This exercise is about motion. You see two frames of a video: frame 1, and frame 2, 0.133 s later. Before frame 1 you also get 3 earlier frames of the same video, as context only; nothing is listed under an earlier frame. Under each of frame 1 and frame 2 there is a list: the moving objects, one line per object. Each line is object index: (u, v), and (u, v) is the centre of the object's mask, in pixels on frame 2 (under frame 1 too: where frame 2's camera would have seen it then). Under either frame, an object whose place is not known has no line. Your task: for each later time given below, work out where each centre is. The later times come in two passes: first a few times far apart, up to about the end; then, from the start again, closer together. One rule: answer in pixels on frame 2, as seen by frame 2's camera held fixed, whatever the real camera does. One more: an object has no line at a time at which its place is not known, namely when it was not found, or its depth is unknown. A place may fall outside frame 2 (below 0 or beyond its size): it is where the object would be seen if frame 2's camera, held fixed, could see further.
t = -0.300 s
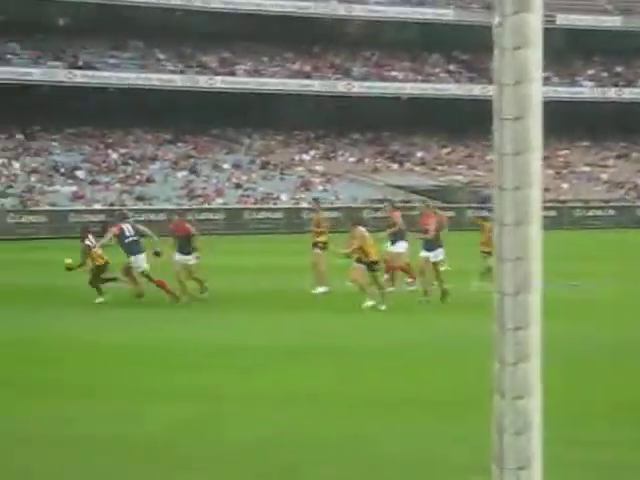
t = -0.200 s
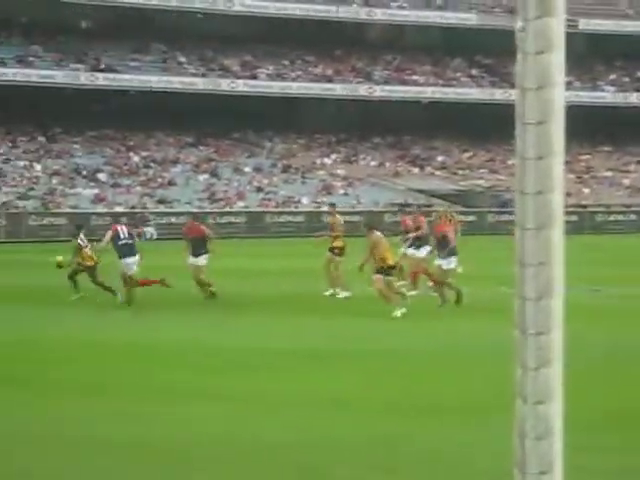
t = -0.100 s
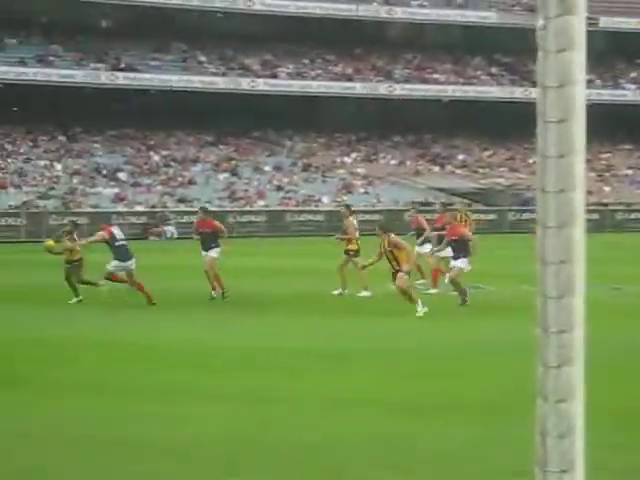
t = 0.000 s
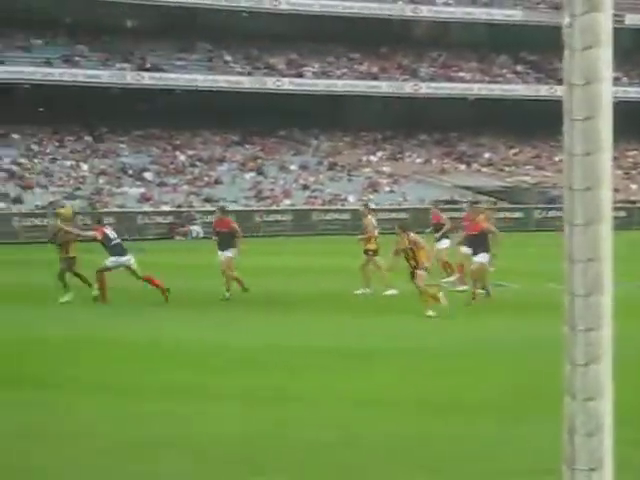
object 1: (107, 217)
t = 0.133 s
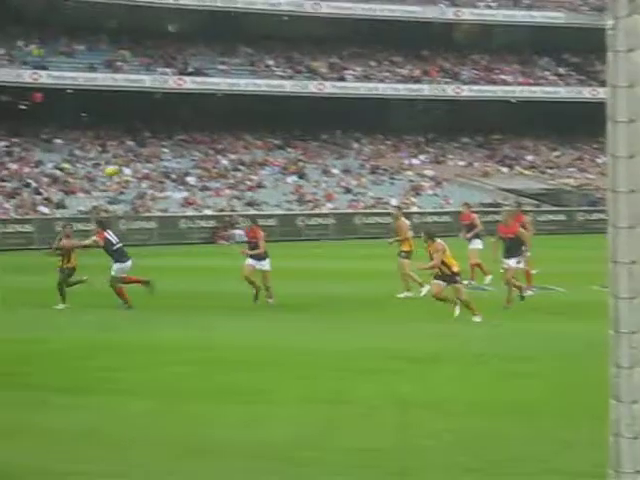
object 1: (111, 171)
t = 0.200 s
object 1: (112, 150)
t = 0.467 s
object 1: (115, 97)
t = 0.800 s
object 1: (123, 81)
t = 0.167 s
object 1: (111, 162)
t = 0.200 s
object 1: (112, 150)
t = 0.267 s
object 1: (113, 134)
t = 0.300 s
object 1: (113, 126)
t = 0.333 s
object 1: (114, 119)
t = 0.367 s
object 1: (114, 112)
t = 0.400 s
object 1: (114, 107)
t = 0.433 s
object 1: (115, 100)
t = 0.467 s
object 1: (115, 97)
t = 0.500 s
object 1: (116, 93)
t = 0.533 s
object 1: (117, 88)
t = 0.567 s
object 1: (117, 88)
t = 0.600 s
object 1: (121, 82)
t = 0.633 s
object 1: (121, 82)
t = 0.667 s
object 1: (122, 82)
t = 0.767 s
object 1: (123, 81)
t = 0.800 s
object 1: (123, 81)
